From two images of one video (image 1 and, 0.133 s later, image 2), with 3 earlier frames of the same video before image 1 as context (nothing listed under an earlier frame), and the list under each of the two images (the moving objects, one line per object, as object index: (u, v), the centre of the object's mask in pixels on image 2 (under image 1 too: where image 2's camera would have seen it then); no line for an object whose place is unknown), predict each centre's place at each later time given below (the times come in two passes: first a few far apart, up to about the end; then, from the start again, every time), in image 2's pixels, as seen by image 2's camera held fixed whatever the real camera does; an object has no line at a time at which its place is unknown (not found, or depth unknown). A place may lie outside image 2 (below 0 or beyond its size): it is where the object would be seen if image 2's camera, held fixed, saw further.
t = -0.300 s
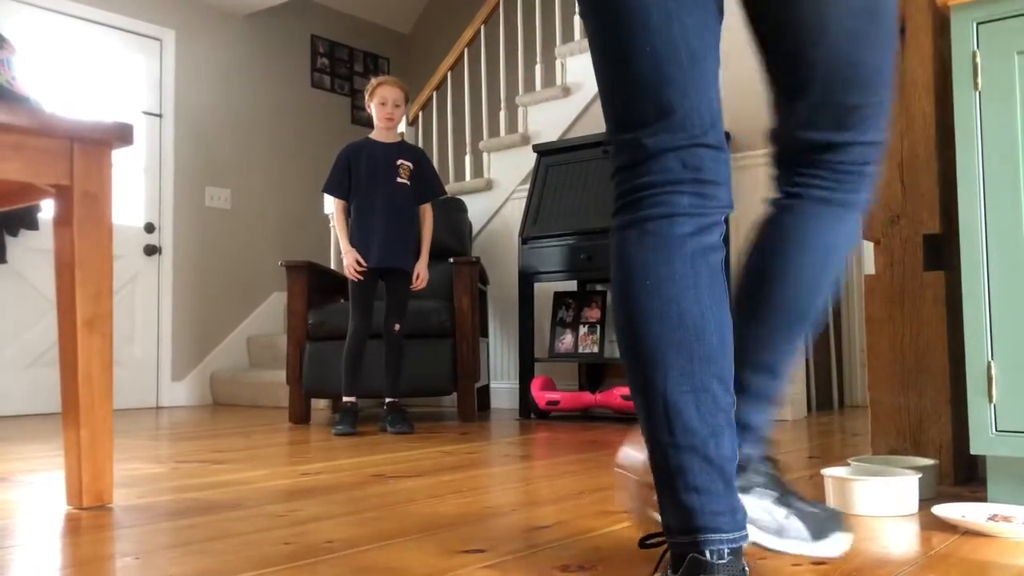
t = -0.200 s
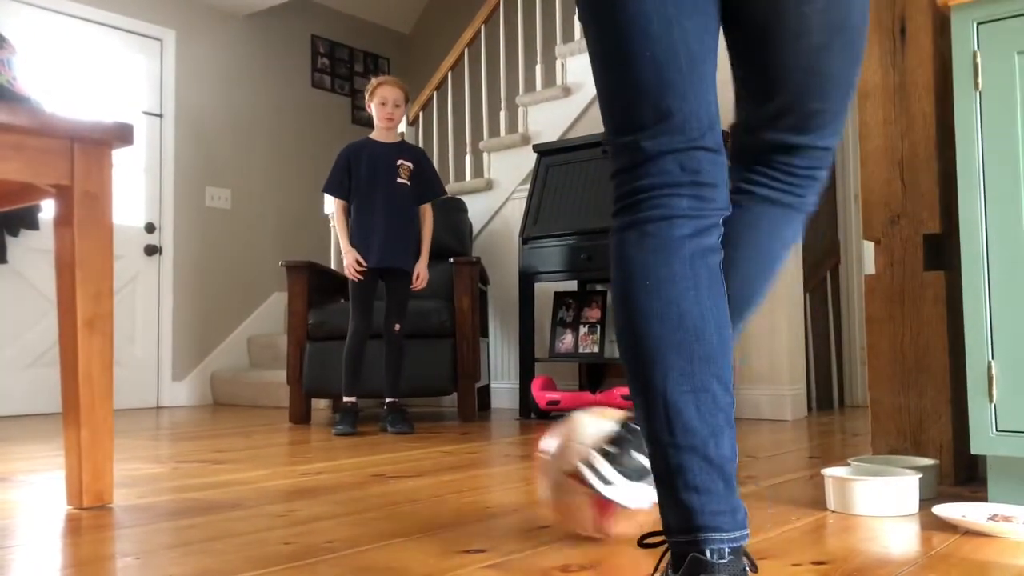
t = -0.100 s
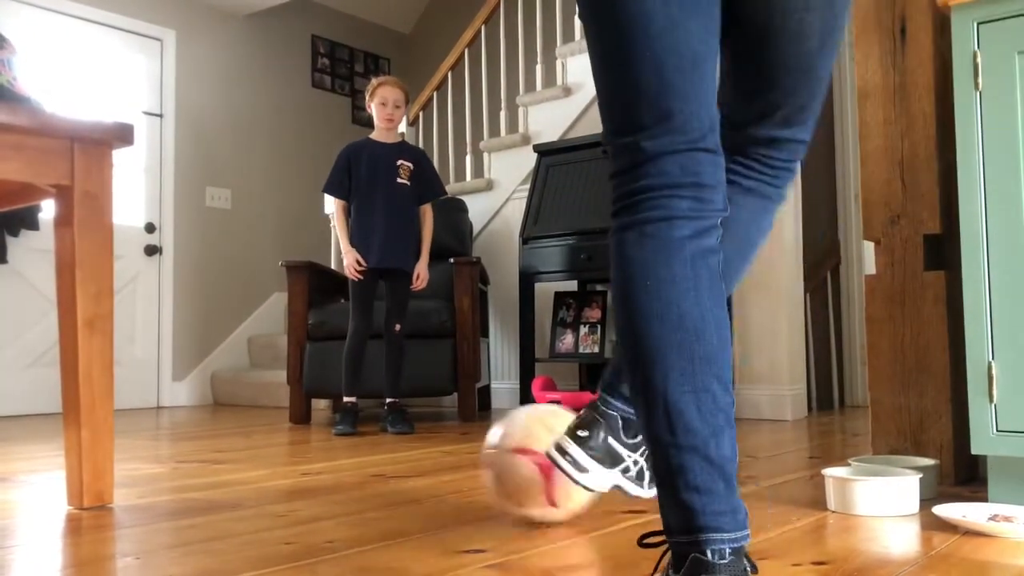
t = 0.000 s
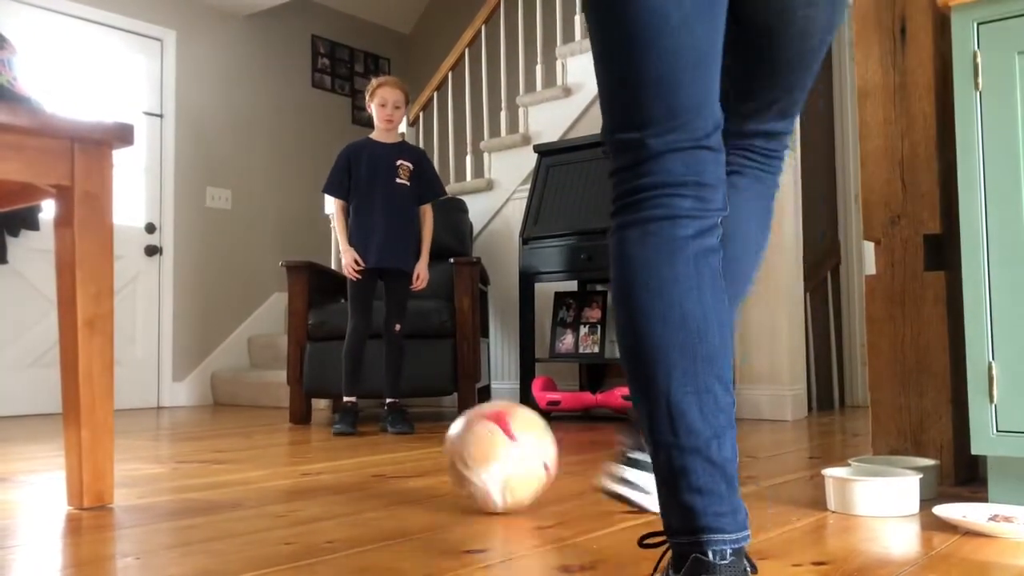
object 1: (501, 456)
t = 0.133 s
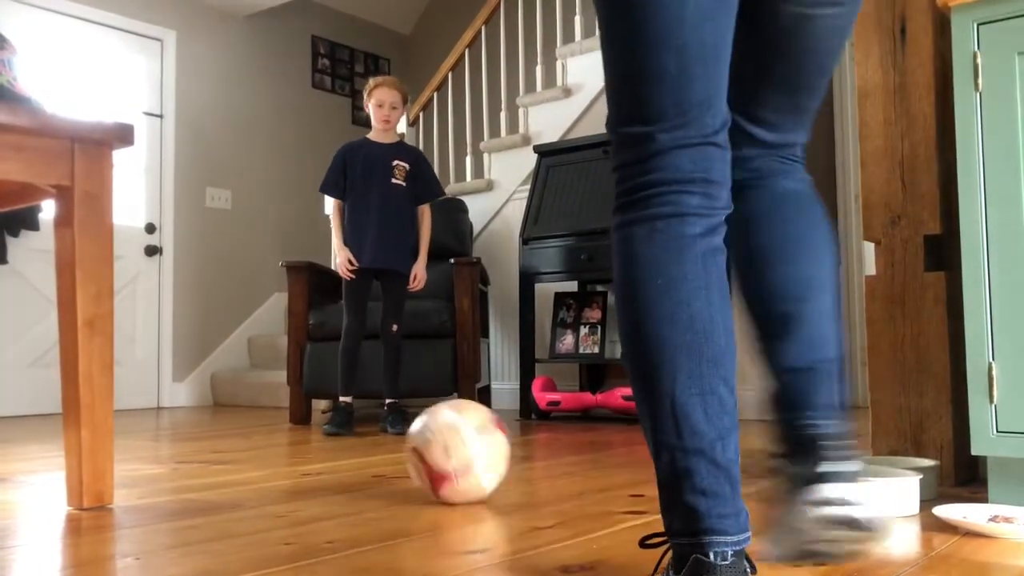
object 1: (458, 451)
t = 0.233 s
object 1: (430, 446)
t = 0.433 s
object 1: (386, 439)
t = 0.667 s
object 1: (342, 432)
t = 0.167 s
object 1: (448, 449)
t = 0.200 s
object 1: (439, 447)
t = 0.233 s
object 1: (430, 446)
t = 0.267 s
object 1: (421, 445)
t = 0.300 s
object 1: (414, 443)
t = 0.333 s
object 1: (407, 441)
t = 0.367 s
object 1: (399, 441)
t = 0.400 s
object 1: (392, 439)
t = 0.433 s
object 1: (386, 439)
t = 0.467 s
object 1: (379, 438)
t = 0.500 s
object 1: (373, 436)
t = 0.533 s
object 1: (366, 435)
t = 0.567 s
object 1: (360, 435)
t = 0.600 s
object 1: (354, 433)
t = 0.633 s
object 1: (348, 433)
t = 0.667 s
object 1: (342, 432)
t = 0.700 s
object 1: (337, 432)
